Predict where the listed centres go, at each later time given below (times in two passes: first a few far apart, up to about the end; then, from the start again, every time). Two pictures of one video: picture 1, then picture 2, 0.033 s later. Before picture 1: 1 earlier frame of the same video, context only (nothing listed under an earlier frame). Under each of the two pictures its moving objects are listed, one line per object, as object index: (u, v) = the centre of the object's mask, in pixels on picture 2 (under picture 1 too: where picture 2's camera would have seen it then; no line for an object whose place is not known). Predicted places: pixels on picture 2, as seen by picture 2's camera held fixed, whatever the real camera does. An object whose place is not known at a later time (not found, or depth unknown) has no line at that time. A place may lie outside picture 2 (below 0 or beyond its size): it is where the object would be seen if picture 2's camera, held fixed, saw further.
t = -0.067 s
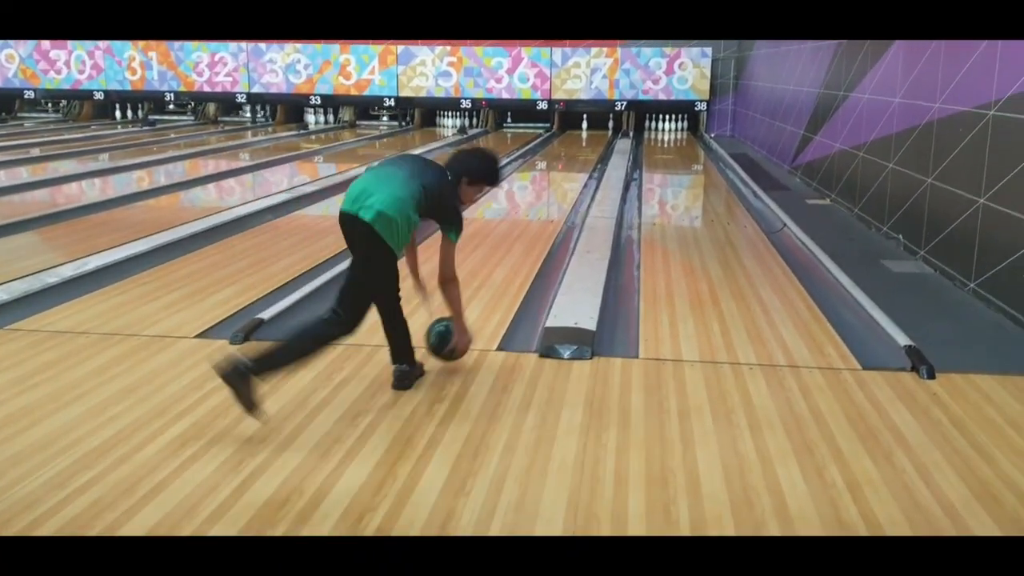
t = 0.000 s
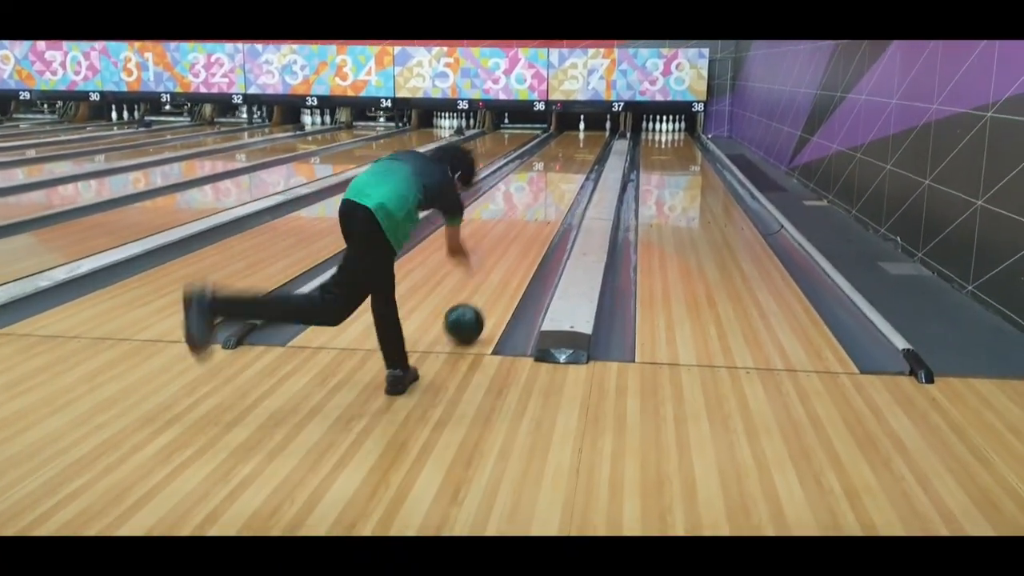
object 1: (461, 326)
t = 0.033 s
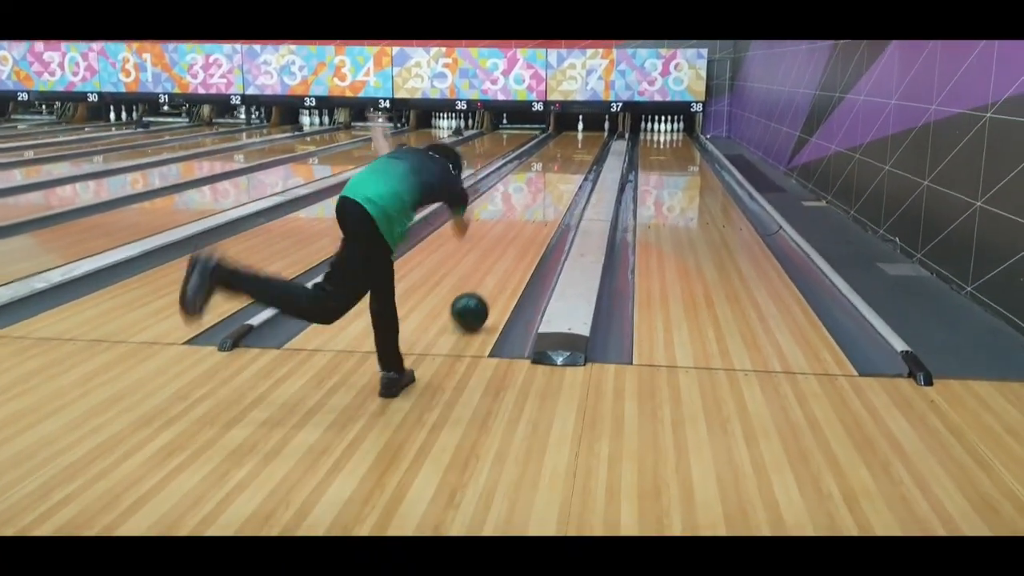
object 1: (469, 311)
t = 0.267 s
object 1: (509, 250)
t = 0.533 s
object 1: (535, 209)
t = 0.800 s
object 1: (552, 181)
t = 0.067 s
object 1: (477, 300)
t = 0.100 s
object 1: (484, 290)
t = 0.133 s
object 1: (490, 281)
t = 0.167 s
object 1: (495, 272)
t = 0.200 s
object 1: (500, 264)
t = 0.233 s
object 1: (505, 257)
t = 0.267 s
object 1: (509, 250)
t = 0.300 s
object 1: (513, 244)
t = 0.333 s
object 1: (517, 238)
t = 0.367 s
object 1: (521, 232)
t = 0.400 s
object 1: (524, 227)
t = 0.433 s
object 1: (527, 222)
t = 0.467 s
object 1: (530, 217)
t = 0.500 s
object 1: (533, 213)
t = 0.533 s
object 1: (535, 209)
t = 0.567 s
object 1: (538, 205)
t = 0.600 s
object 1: (540, 201)
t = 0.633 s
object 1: (542, 197)
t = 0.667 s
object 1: (544, 194)
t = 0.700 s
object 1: (546, 191)
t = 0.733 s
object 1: (548, 187)
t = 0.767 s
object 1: (550, 184)
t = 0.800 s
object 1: (552, 181)
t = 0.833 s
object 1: (554, 179)
